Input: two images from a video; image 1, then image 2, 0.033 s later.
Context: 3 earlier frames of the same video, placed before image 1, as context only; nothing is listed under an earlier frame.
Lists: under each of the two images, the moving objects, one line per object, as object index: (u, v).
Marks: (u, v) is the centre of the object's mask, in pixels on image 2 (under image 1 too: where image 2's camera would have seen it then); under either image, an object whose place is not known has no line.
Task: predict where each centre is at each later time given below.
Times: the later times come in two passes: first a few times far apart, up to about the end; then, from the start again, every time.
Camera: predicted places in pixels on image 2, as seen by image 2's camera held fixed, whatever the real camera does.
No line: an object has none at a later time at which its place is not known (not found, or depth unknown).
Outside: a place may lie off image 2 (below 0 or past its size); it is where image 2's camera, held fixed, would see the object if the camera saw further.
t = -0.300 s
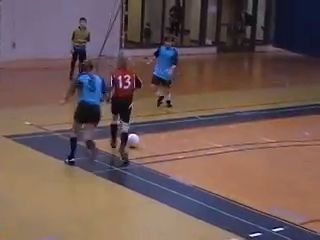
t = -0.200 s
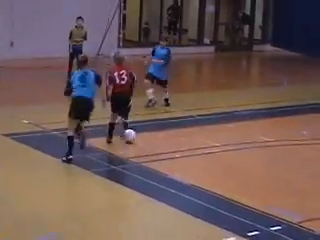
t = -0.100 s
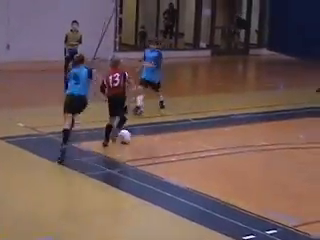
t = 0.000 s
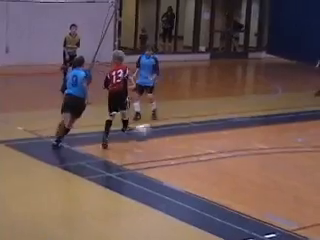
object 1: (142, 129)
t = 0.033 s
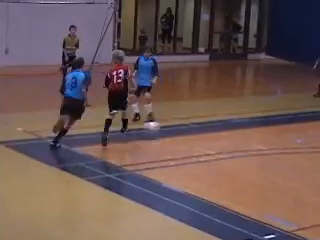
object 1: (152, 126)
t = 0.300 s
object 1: (216, 113)
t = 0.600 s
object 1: (265, 102)
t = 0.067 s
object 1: (160, 123)
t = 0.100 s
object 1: (170, 121)
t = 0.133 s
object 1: (178, 119)
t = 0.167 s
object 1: (186, 118)
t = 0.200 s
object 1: (195, 118)
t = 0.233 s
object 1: (202, 117)
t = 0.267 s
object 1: (209, 116)
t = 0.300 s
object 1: (216, 113)
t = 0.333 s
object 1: (223, 111)
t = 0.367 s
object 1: (229, 110)
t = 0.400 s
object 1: (235, 109)
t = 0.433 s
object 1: (241, 108)
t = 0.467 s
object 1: (247, 107)
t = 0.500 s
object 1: (252, 106)
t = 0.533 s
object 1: (257, 104)
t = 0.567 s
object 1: (261, 103)
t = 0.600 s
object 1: (265, 102)
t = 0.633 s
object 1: (269, 101)
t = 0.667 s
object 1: (273, 100)
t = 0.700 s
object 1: (277, 99)
